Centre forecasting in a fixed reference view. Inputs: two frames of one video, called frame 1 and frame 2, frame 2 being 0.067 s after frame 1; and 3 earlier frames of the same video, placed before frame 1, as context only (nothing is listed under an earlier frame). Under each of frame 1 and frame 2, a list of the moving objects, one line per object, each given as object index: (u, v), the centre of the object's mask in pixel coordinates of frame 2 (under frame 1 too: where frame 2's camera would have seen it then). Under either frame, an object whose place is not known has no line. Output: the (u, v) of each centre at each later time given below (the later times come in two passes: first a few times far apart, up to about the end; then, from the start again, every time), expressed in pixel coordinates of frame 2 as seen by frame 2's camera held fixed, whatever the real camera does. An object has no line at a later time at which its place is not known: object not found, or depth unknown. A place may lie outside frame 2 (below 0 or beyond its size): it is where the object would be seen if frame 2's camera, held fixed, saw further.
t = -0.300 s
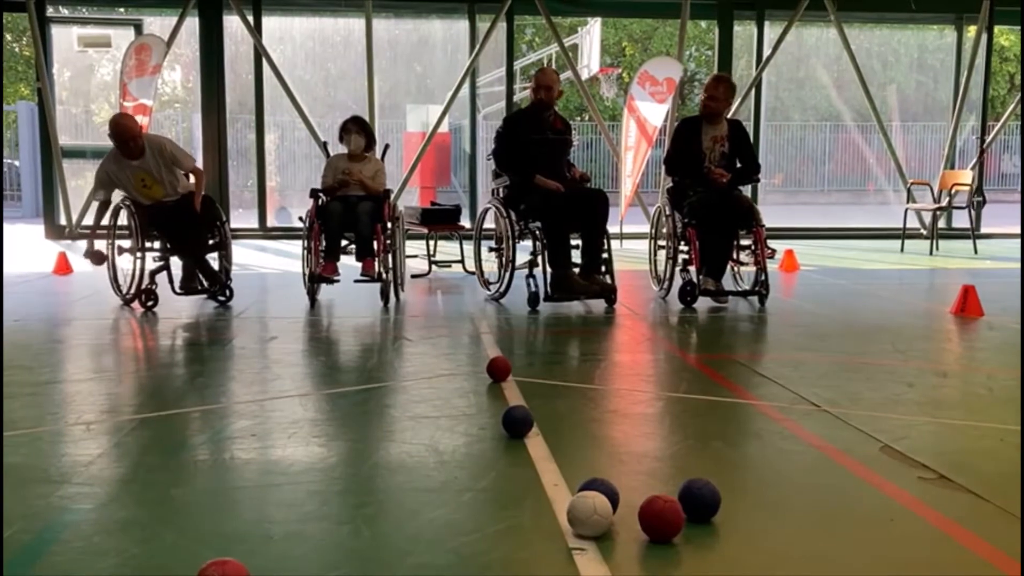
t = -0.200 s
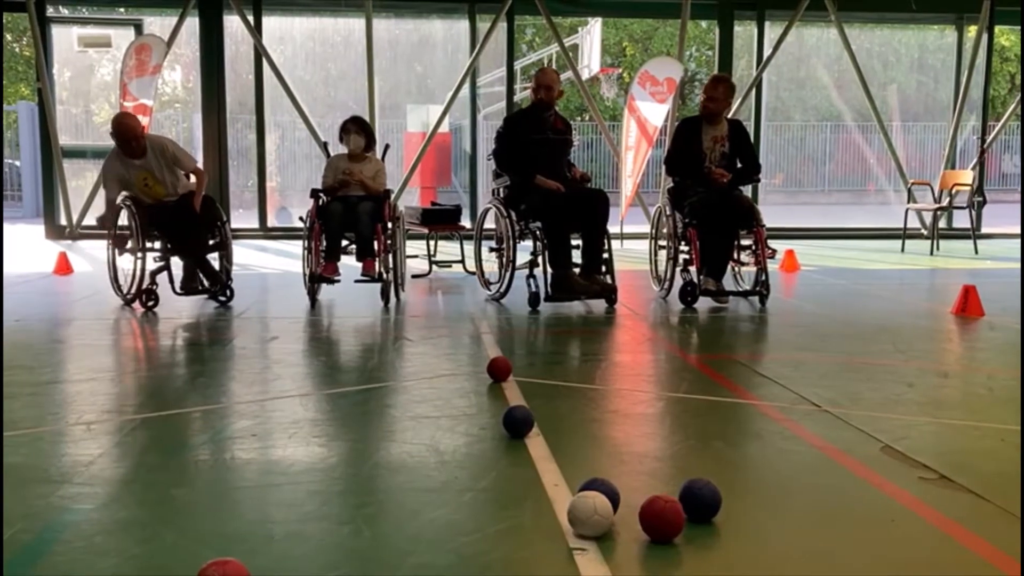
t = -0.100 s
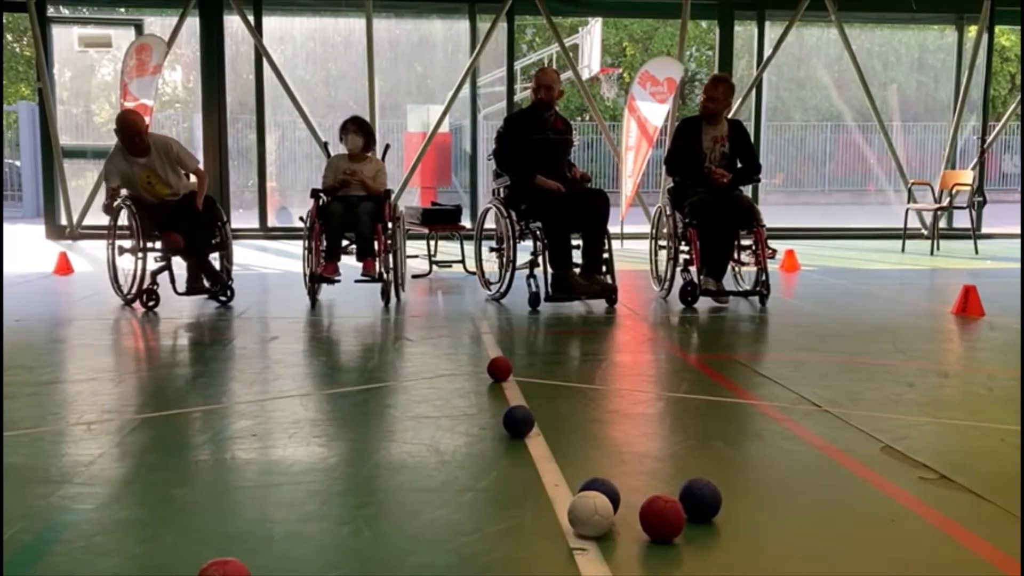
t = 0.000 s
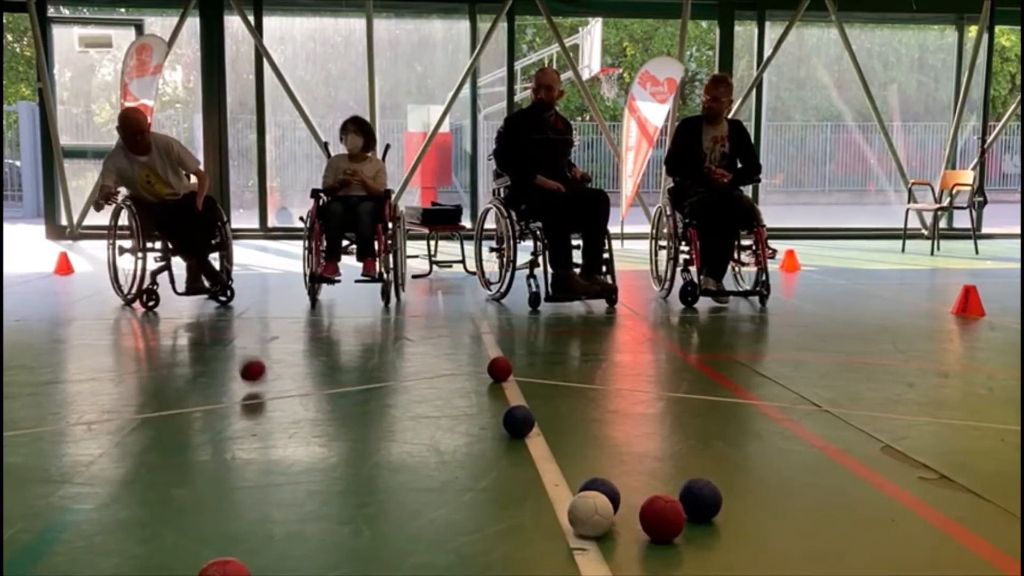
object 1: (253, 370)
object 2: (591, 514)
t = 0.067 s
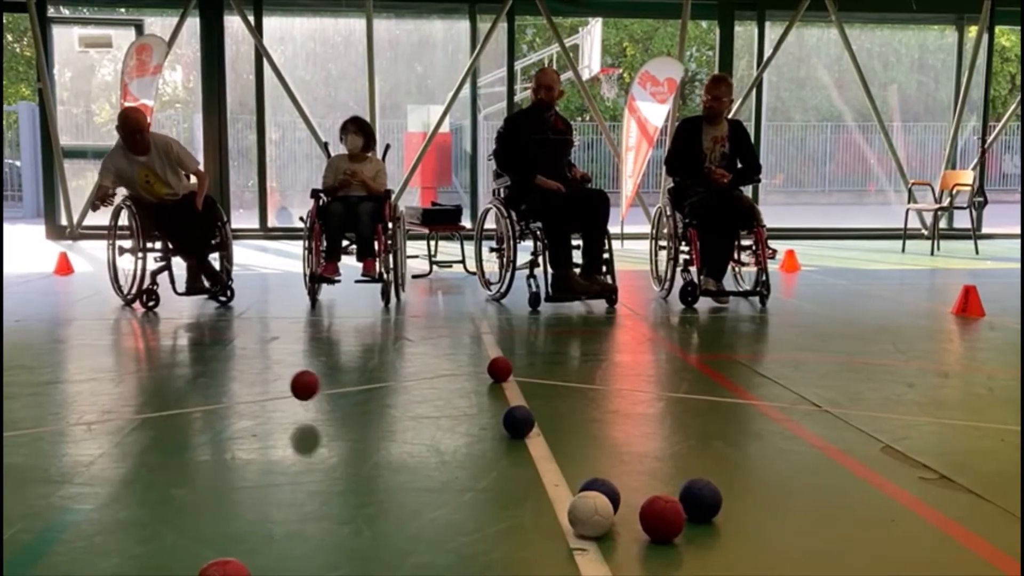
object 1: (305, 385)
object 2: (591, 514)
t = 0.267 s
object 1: (506, 483)
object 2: (590, 514)
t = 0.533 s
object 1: (587, 548)
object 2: (662, 540)
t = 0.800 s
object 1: (586, 551)
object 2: (674, 542)
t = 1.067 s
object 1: (586, 551)
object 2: (674, 542)
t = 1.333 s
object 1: (586, 550)
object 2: (674, 542)
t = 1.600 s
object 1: (586, 550)
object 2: (674, 542)
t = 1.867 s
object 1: (586, 550)
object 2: (674, 542)
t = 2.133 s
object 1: (586, 552)
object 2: (674, 542)
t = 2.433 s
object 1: (586, 552)
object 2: (674, 542)
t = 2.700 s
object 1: (586, 552)
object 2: (674, 542)
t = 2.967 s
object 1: (586, 552)
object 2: (674, 542)
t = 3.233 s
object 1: (587, 552)
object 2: (674, 542)
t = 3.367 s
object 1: (586, 552)
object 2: (674, 542)
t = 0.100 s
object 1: (334, 411)
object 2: (591, 514)
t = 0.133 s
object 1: (364, 420)
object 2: (591, 514)
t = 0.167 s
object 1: (396, 438)
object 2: (590, 514)
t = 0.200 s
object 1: (430, 448)
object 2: (590, 514)
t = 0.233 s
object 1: (467, 466)
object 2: (590, 514)
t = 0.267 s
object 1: (506, 483)
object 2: (590, 514)
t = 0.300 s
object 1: (548, 501)
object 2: (590, 514)
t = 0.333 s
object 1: (567, 494)
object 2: (602, 519)
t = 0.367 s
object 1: (576, 497)
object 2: (616, 523)
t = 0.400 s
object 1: (583, 522)
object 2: (629, 527)
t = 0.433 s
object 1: (585, 535)
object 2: (638, 531)
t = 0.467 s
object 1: (586, 540)
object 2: (648, 535)
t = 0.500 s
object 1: (587, 544)
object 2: (656, 538)
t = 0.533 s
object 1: (587, 548)
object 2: (662, 540)
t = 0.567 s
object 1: (587, 550)
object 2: (667, 541)
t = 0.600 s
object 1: (586, 551)
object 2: (670, 542)
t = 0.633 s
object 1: (586, 552)
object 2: (672, 542)
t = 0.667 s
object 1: (586, 552)
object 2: (673, 542)
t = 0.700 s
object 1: (586, 552)
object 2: (674, 542)
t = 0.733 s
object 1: (586, 551)
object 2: (674, 542)
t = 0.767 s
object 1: (586, 551)
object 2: (674, 542)
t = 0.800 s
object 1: (586, 551)
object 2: (674, 542)
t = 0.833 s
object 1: (586, 551)
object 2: (674, 543)
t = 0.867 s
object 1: (586, 551)
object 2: (674, 542)
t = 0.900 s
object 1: (586, 551)
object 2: (674, 542)
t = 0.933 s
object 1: (586, 551)
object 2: (674, 542)
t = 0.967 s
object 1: (586, 551)
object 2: (674, 542)
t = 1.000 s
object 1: (586, 551)
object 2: (674, 543)
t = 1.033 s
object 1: (586, 551)
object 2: (674, 543)
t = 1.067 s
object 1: (586, 551)
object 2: (674, 542)
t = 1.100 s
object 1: (586, 551)
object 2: (674, 543)
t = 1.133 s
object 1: (586, 551)
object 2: (674, 543)
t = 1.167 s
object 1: (586, 551)
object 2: (674, 543)
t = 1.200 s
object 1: (586, 551)
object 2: (674, 543)
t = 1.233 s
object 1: (586, 551)
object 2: (674, 543)
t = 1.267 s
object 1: (586, 551)
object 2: (674, 542)
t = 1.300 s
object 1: (586, 550)
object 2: (674, 542)
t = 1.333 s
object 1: (586, 550)
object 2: (674, 542)
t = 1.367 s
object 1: (586, 550)
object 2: (674, 542)
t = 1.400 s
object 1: (586, 550)
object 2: (674, 542)
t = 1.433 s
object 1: (586, 550)
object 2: (674, 542)
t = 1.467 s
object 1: (586, 550)
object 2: (674, 542)
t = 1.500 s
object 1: (586, 550)
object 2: (674, 542)
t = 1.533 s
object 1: (586, 550)
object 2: (674, 542)
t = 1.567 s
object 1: (586, 550)
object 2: (674, 542)
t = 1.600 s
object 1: (586, 550)
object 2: (674, 542)
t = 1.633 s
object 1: (586, 550)
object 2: (674, 542)
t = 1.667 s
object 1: (586, 550)
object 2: (674, 542)
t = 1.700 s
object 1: (586, 550)
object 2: (674, 542)
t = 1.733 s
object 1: (586, 550)
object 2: (674, 542)
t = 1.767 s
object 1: (586, 550)
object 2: (674, 542)
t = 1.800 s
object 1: (586, 550)
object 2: (674, 542)
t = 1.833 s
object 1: (586, 550)
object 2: (674, 542)
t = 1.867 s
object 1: (586, 550)
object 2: (674, 542)
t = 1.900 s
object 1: (586, 550)
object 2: (674, 542)
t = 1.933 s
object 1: (586, 551)
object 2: (674, 542)
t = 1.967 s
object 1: (586, 551)
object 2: (674, 542)
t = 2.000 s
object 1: (586, 551)
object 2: (674, 542)
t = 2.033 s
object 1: (586, 551)
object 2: (674, 542)
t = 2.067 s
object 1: (586, 551)
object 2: (674, 542)
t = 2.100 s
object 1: (586, 552)
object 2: (674, 542)
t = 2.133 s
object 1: (586, 552)
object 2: (674, 542)
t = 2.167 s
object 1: (586, 552)
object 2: (674, 542)
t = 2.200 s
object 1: (586, 552)
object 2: (674, 542)
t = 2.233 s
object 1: (586, 553)
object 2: (674, 542)
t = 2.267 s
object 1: (586, 553)
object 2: (674, 542)
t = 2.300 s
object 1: (586, 553)
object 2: (674, 542)
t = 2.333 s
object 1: (586, 553)
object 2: (674, 542)
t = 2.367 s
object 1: (586, 553)
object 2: (674, 542)
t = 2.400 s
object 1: (586, 553)
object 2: (674, 542)
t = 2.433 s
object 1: (586, 552)
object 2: (674, 542)
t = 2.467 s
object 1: (586, 552)
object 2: (674, 542)
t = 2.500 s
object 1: (586, 553)
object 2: (674, 542)
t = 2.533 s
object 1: (586, 552)
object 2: (674, 542)
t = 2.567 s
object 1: (586, 552)
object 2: (674, 542)
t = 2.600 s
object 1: (586, 552)
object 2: (674, 542)
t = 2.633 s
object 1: (586, 552)
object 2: (674, 542)
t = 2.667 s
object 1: (586, 552)
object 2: (674, 542)
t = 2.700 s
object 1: (586, 552)
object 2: (674, 542)
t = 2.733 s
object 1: (586, 552)
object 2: (674, 542)
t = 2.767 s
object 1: (586, 553)
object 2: (674, 542)
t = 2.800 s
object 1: (586, 552)
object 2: (674, 542)
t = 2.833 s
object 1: (587, 552)
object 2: (674, 542)
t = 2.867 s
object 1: (586, 553)
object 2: (674, 542)
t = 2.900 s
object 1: (586, 553)
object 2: (674, 542)
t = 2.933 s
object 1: (587, 553)
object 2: (674, 542)
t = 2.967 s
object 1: (586, 552)
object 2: (674, 542)
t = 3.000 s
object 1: (587, 552)
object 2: (674, 542)
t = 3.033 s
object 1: (586, 553)
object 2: (674, 542)
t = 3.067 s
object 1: (586, 552)
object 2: (674, 542)
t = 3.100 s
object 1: (586, 552)
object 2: (674, 543)
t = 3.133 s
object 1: (586, 552)
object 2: (674, 542)
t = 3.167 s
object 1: (586, 552)
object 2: (675, 542)
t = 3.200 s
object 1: (586, 552)
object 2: (674, 542)
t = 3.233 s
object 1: (587, 552)
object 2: (674, 542)
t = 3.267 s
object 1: (587, 552)
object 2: (674, 542)
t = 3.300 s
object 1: (586, 553)
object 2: (674, 542)
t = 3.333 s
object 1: (587, 553)
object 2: (674, 542)
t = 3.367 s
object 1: (586, 552)
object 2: (674, 542)
